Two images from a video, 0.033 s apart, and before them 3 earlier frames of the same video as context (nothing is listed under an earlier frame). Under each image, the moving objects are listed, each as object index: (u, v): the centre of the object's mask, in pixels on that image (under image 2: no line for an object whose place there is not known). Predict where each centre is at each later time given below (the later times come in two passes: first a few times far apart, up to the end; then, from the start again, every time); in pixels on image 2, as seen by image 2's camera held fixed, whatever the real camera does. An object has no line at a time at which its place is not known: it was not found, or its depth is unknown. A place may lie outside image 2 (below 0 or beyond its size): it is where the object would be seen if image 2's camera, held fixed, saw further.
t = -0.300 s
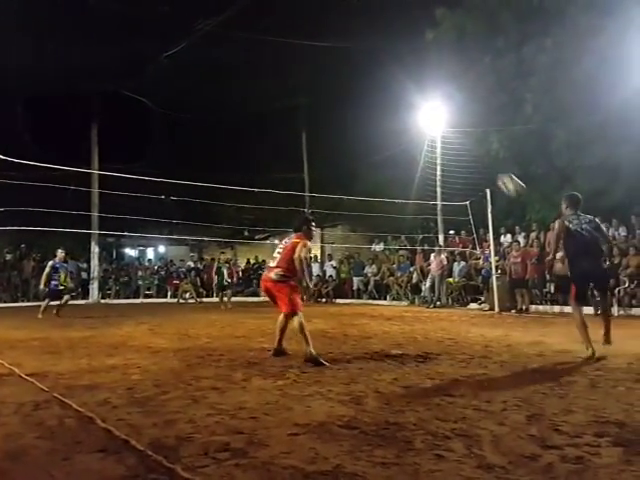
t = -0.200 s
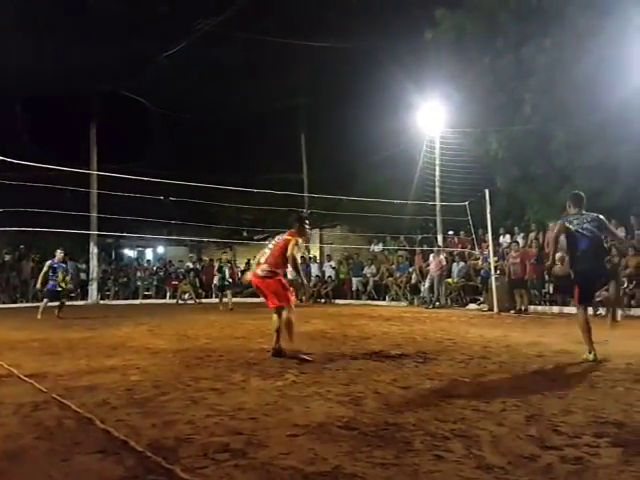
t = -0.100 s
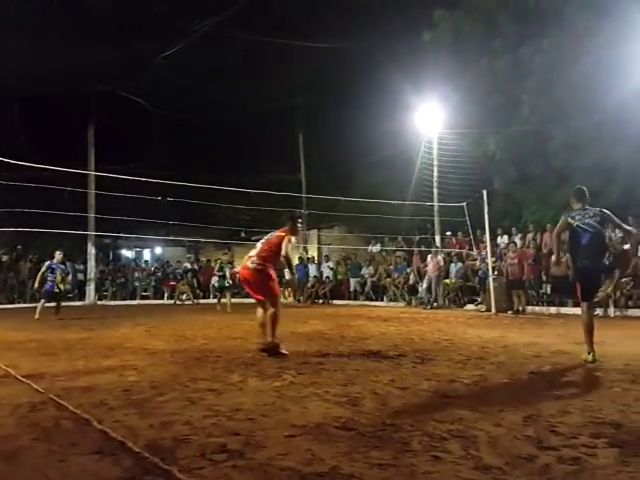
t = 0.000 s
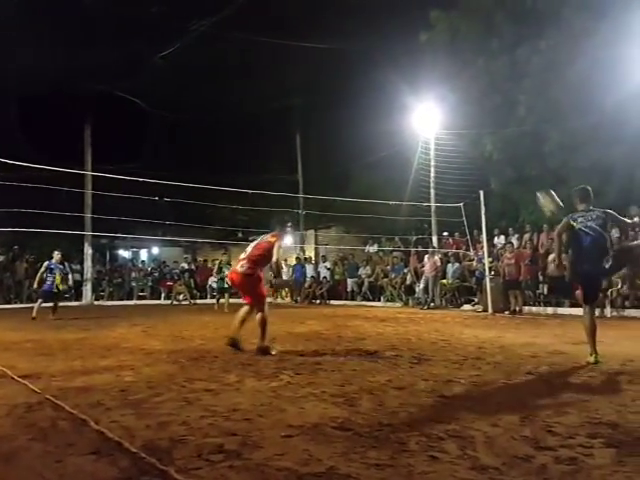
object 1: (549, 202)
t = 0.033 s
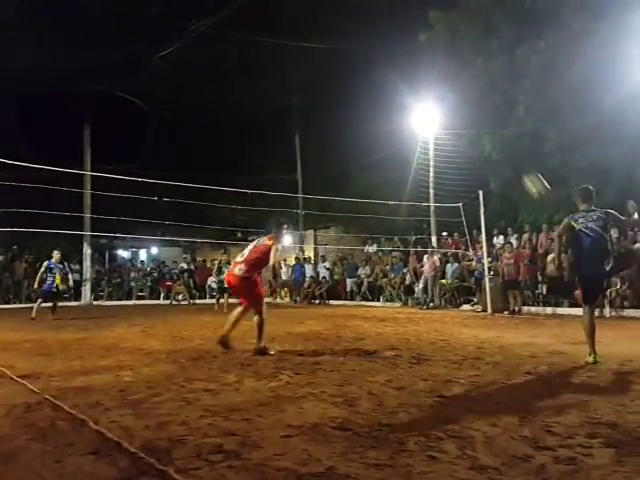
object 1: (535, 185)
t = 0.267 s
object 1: (455, 95)
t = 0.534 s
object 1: (373, 52)
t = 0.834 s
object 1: (292, 66)
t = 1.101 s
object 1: (229, 130)
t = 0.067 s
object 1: (522, 168)
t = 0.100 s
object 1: (510, 153)
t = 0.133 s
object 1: (499, 139)
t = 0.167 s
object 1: (488, 127)
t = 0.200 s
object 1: (477, 116)
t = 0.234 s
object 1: (465, 104)
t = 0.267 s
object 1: (455, 95)
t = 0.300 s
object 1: (444, 85)
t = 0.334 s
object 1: (432, 78)
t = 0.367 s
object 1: (422, 71)
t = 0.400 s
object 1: (412, 66)
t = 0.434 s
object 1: (402, 62)
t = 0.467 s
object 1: (392, 57)
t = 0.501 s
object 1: (383, 54)
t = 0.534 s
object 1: (373, 52)
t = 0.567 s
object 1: (363, 50)
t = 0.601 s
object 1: (354, 49)
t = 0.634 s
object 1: (344, 50)
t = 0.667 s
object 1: (335, 50)
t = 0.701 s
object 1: (327, 52)
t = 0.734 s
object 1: (318, 54)
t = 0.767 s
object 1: (309, 58)
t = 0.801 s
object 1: (301, 62)
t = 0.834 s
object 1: (292, 66)
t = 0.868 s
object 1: (284, 72)
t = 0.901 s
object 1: (276, 78)
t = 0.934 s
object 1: (268, 85)
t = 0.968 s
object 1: (260, 92)
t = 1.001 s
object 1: (252, 101)
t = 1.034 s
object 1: (244, 110)
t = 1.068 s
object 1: (237, 120)
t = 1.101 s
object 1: (229, 130)
